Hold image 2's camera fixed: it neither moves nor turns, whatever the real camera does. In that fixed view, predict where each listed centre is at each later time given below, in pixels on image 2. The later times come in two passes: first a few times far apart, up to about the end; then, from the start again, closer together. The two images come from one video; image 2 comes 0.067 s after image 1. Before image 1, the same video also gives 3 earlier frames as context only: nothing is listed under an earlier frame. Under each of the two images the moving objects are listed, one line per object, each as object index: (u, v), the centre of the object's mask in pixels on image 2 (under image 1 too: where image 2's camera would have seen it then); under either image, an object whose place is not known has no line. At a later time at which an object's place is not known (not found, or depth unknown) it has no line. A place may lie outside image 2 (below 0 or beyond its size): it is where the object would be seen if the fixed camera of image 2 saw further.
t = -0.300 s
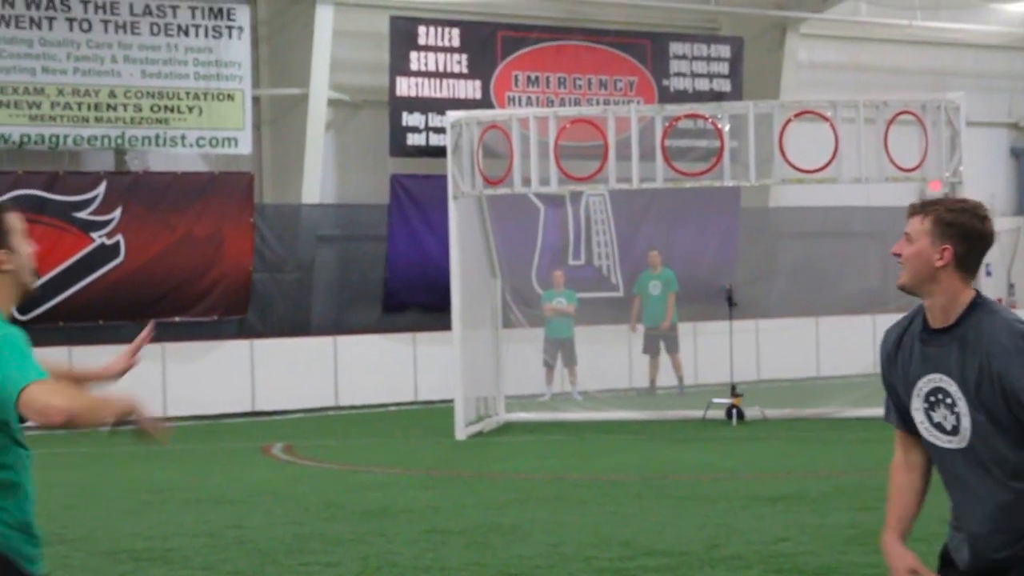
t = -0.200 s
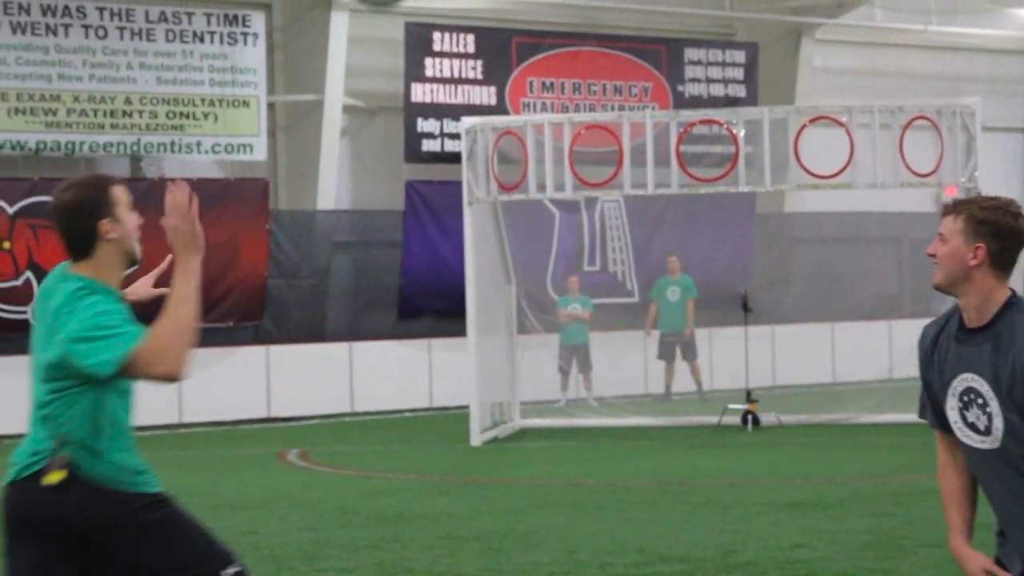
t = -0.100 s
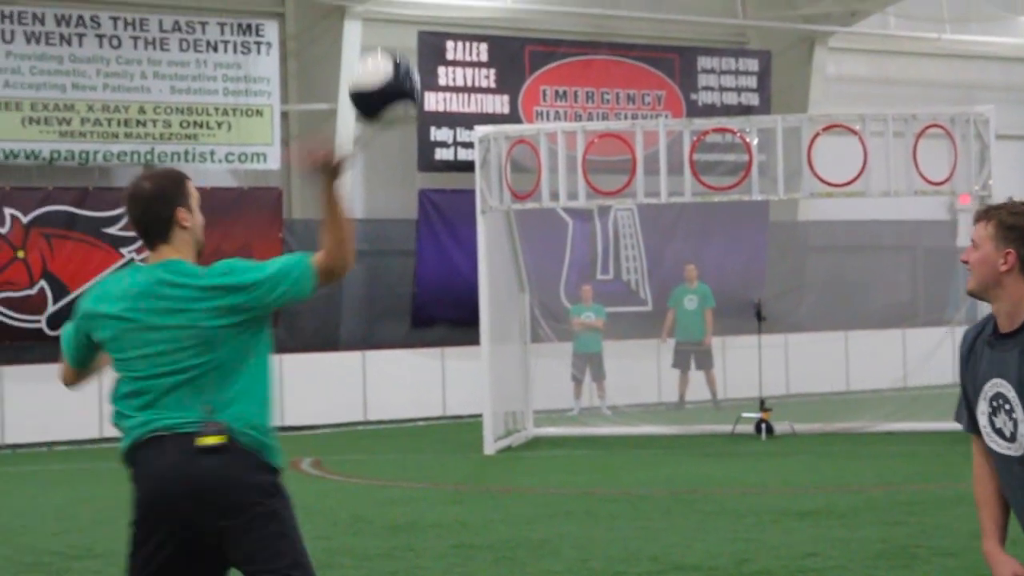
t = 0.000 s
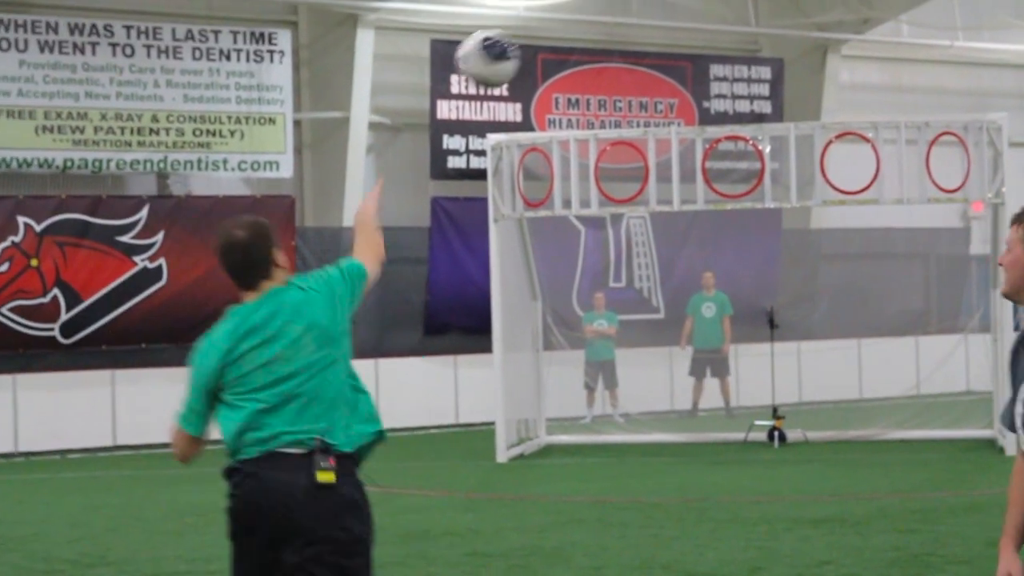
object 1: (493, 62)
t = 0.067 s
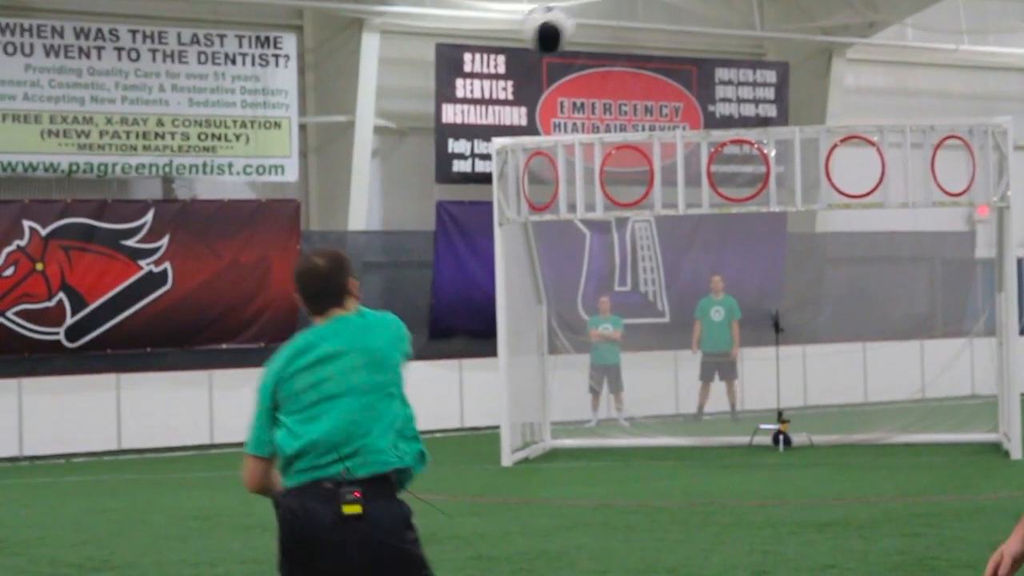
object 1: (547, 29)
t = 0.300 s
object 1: (649, 24)
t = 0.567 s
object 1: (697, 94)
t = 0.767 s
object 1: (723, 173)
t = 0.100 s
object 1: (568, 19)
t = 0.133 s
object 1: (587, 15)
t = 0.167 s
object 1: (604, 14)
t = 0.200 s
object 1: (617, 15)
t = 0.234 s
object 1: (628, 17)
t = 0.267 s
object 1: (640, 19)
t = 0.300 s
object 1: (649, 24)
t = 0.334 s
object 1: (658, 30)
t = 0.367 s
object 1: (665, 37)
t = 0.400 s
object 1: (672, 45)
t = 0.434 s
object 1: (680, 53)
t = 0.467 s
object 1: (685, 63)
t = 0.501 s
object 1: (689, 73)
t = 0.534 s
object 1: (694, 83)
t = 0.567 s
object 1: (697, 94)
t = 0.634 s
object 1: (705, 118)
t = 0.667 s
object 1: (706, 132)
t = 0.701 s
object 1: (712, 145)
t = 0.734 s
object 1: (716, 159)
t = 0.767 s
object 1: (723, 173)
